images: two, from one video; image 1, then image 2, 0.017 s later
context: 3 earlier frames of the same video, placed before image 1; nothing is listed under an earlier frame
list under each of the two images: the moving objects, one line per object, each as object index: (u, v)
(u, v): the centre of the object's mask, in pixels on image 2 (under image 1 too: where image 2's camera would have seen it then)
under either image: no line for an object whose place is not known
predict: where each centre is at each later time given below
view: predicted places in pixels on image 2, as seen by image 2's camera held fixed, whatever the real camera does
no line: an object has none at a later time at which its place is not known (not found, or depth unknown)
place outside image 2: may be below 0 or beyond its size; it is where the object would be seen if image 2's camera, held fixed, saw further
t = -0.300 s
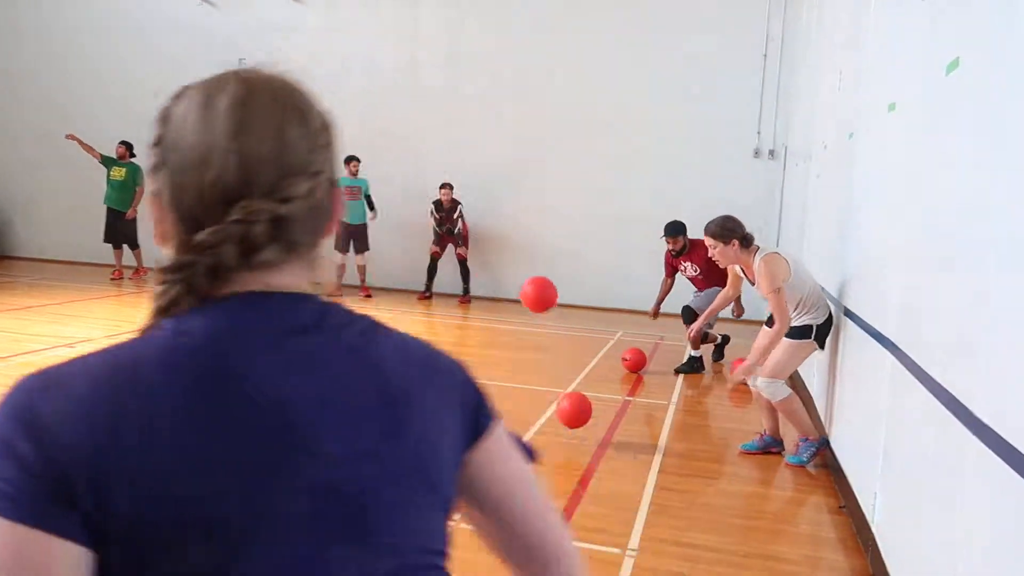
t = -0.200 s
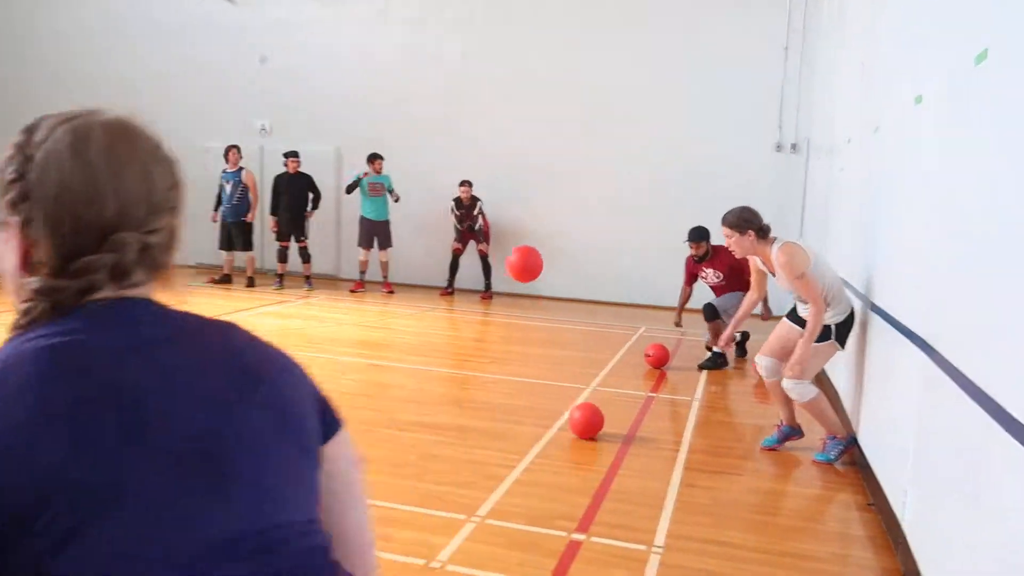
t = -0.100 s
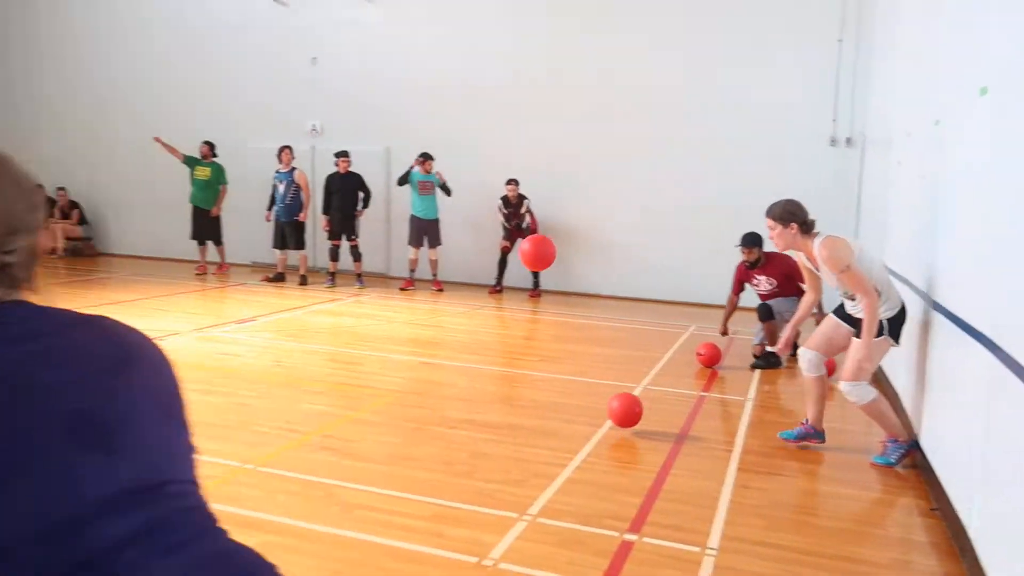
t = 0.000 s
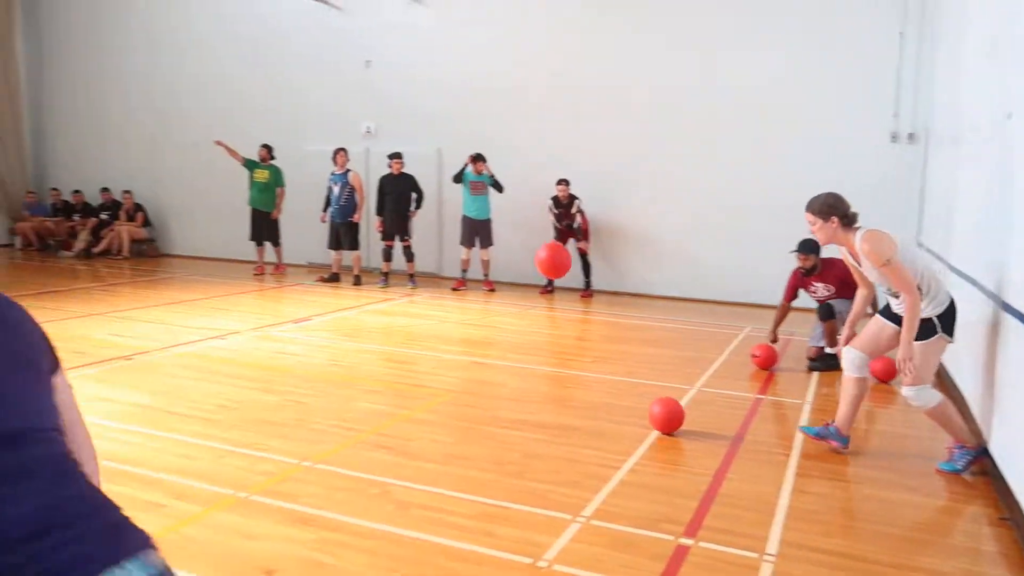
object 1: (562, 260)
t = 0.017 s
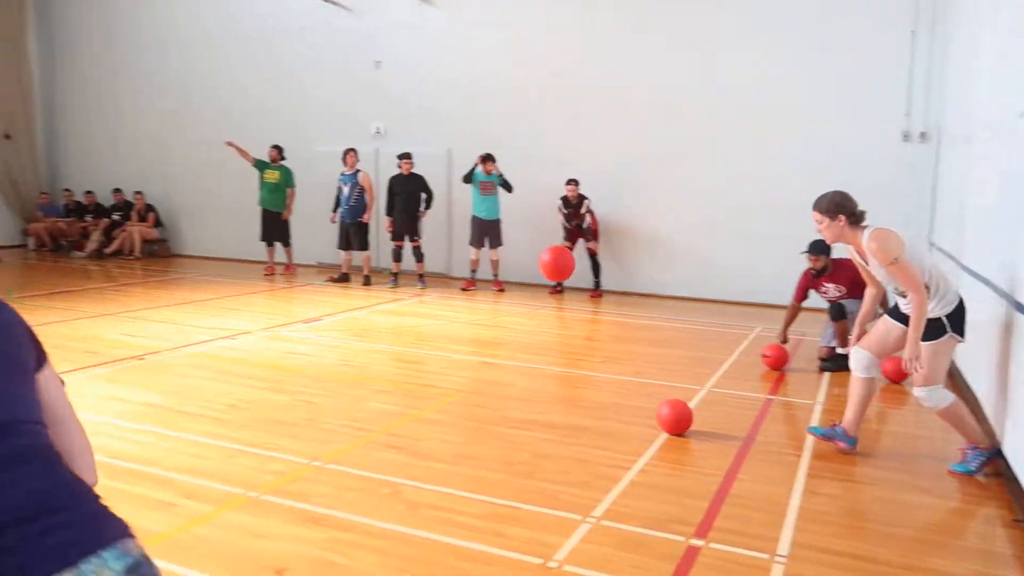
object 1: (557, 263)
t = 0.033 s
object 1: (551, 267)
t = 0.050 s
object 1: (546, 271)
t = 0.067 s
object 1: (541, 275)
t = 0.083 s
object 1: (535, 280)
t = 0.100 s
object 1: (529, 285)
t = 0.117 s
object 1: (524, 290)
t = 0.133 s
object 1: (519, 296)
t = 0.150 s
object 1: (514, 303)
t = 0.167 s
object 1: (509, 310)
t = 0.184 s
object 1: (504, 317)
